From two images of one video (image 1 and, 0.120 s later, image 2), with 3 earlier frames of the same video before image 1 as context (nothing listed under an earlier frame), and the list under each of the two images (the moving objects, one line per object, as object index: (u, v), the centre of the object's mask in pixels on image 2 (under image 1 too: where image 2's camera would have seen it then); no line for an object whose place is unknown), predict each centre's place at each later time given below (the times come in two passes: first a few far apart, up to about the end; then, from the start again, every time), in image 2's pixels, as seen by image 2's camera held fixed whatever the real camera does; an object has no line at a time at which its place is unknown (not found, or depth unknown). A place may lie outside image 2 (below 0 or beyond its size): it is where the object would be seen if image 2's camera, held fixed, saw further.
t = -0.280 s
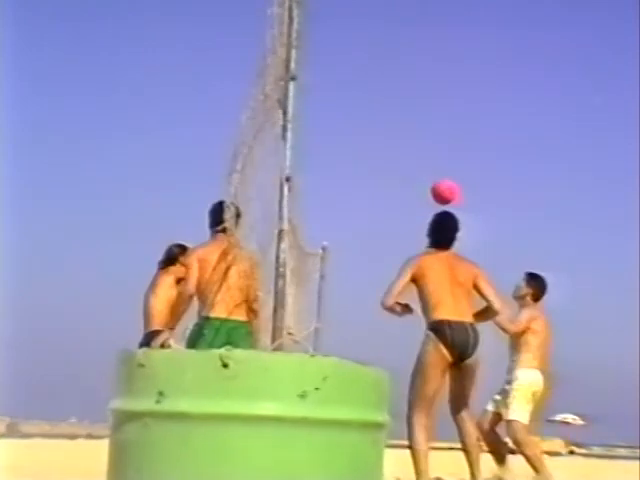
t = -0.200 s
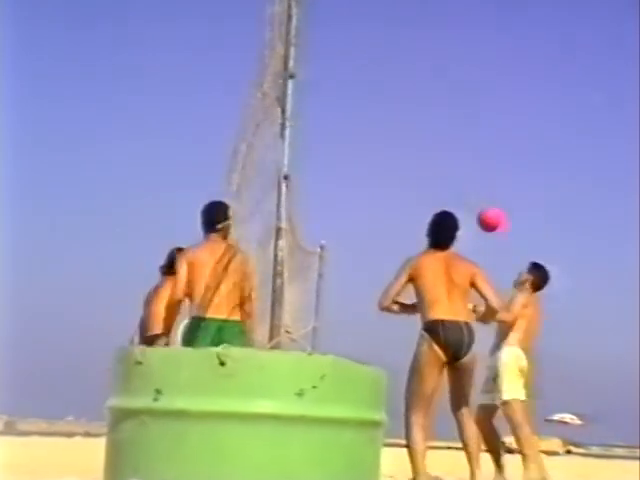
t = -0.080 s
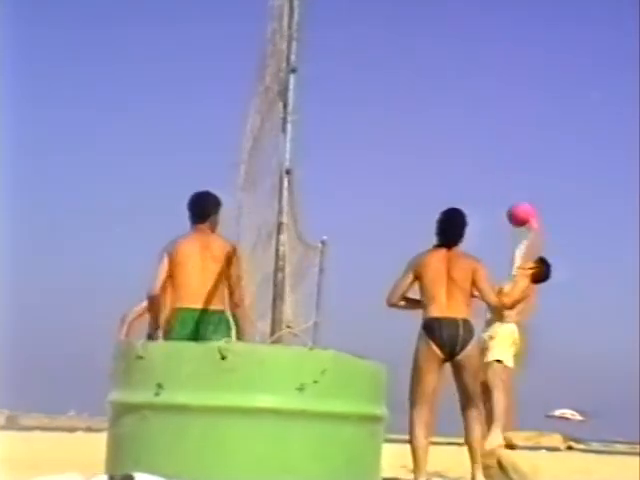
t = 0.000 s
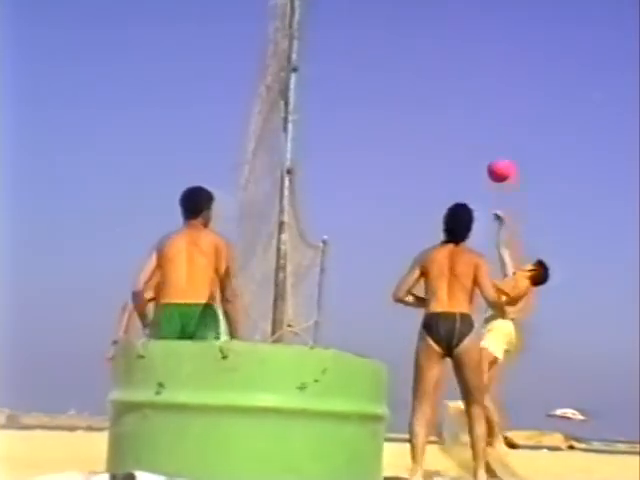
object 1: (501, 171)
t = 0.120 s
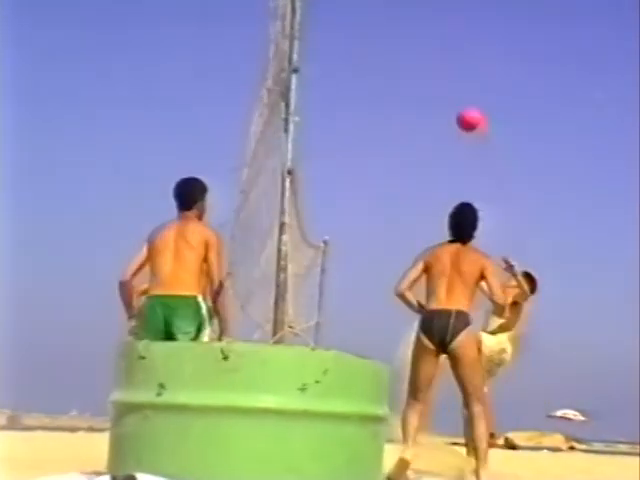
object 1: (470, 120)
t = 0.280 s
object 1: (430, 77)
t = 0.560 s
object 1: (356, 71)
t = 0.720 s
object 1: (313, 104)
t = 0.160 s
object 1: (460, 106)
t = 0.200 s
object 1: (450, 95)
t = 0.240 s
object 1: (439, 85)
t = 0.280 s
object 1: (430, 77)
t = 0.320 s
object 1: (419, 71)
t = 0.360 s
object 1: (409, 66)
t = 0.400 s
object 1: (398, 63)
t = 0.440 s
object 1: (387, 63)
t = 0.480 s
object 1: (377, 64)
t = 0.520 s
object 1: (367, 66)
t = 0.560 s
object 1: (356, 71)
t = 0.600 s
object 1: (346, 76)
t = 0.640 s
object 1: (335, 84)
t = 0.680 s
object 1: (324, 93)
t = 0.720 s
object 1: (313, 104)
